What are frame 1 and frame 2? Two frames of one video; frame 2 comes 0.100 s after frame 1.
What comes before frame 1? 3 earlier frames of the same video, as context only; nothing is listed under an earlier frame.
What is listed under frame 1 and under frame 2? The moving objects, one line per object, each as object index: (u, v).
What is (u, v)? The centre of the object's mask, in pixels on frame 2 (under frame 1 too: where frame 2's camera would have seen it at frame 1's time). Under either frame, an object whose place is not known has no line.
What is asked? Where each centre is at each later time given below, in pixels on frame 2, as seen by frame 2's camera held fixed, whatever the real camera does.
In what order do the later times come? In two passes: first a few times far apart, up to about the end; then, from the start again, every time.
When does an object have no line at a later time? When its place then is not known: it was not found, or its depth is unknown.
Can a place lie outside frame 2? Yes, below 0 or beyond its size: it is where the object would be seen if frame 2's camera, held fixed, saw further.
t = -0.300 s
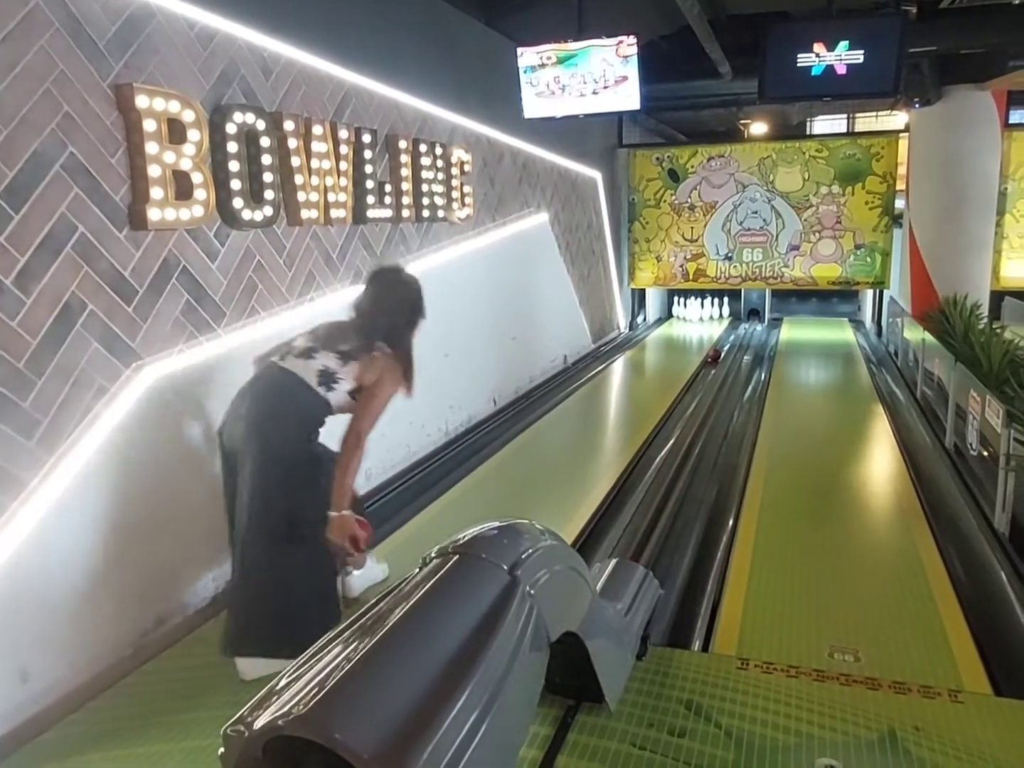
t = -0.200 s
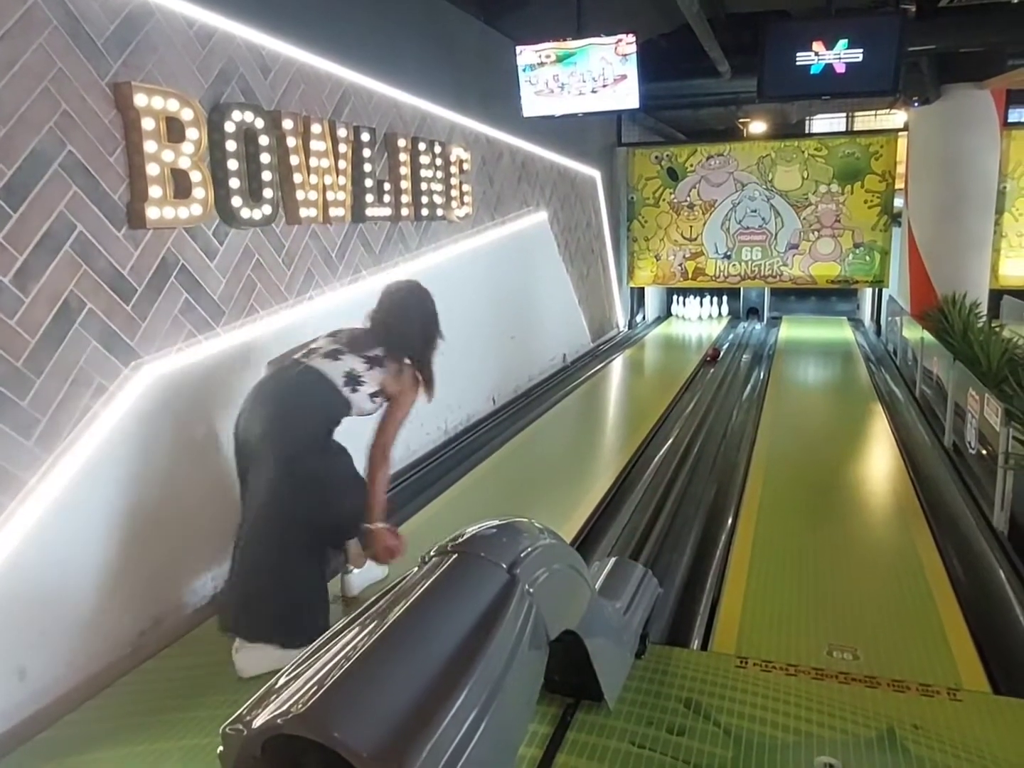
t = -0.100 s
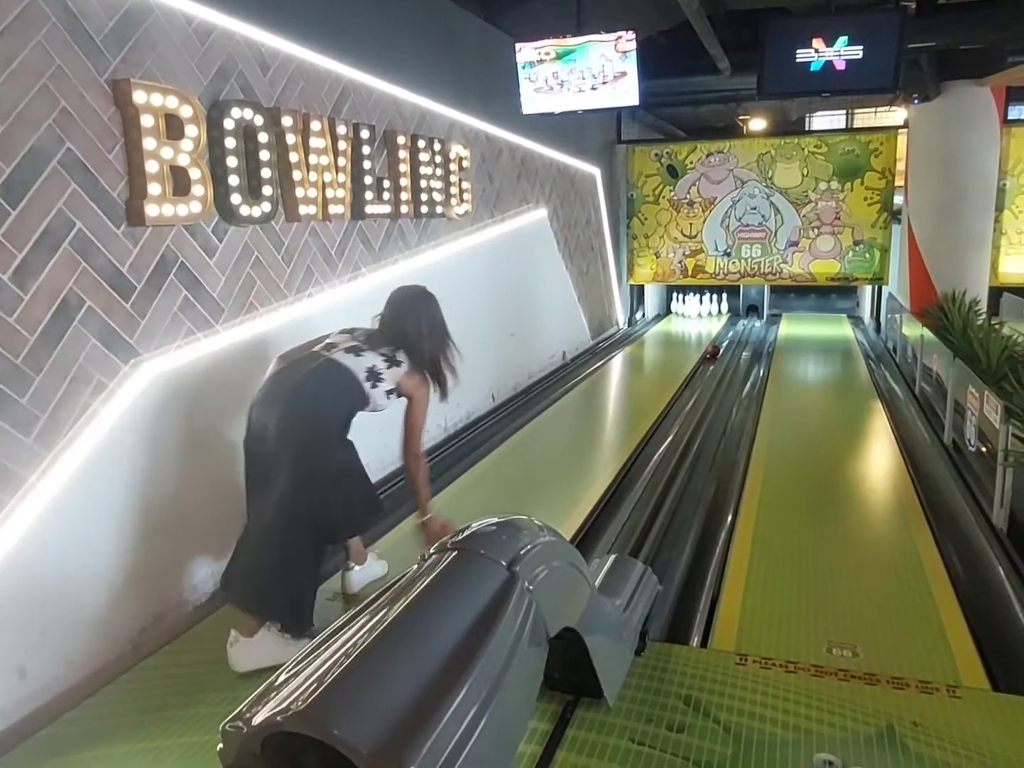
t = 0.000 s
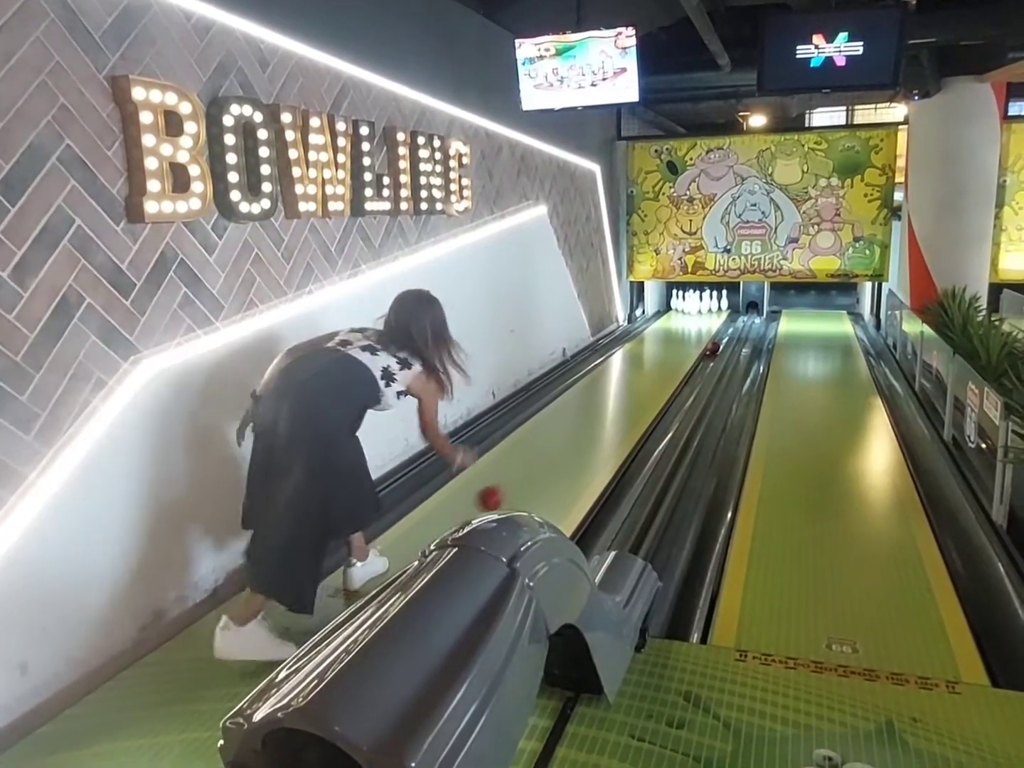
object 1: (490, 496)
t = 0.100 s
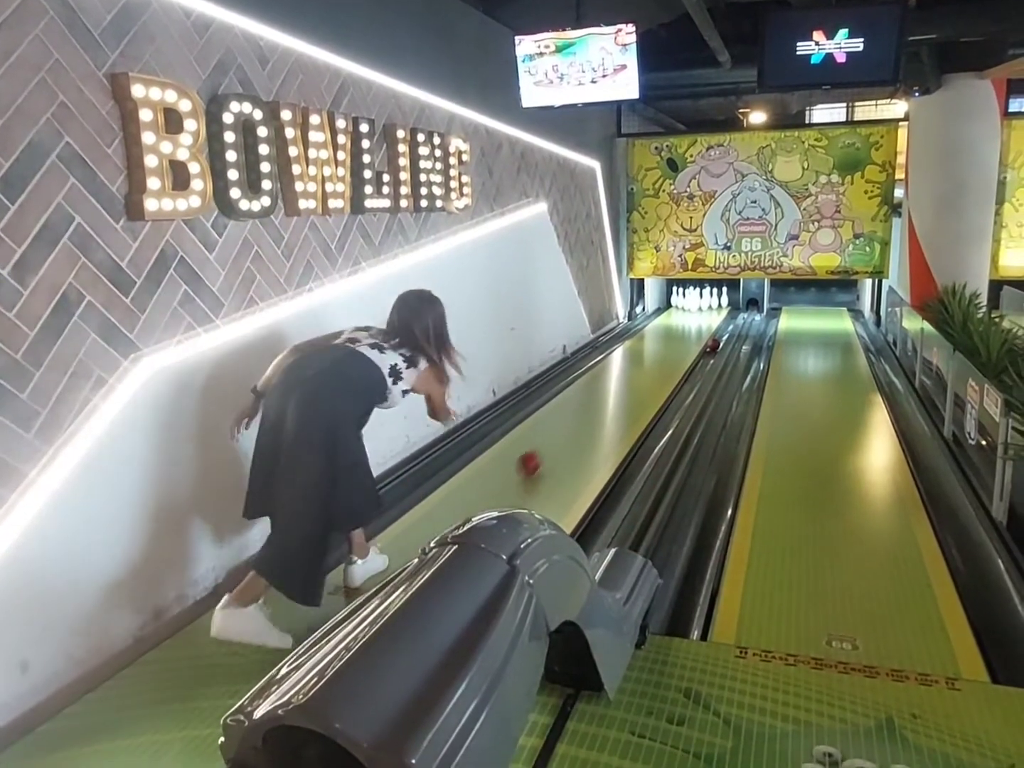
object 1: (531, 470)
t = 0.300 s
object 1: (583, 419)
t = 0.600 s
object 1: (630, 375)
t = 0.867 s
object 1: (657, 349)
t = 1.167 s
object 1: (678, 324)
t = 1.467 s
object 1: (693, 310)
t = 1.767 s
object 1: (706, 304)
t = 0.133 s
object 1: (542, 460)
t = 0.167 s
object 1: (551, 450)
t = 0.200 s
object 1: (560, 441)
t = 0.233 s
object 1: (569, 433)
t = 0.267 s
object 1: (577, 426)
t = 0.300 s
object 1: (583, 419)
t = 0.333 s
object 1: (589, 412)
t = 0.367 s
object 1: (596, 406)
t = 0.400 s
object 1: (602, 401)
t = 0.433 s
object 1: (607, 397)
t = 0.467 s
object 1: (612, 392)
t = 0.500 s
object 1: (618, 388)
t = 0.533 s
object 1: (622, 384)
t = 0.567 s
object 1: (627, 380)
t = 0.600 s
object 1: (630, 375)
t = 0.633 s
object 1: (635, 371)
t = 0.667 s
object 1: (638, 367)
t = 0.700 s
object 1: (642, 364)
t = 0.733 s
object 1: (645, 361)
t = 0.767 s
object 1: (648, 358)
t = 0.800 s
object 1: (651, 354)
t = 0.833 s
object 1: (655, 352)
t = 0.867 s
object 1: (657, 349)
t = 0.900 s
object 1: (660, 346)
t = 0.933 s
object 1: (663, 340)
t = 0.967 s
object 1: (665, 338)
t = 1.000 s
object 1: (667, 336)
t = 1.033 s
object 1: (669, 334)
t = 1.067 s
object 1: (672, 331)
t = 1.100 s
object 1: (674, 329)
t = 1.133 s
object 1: (676, 327)
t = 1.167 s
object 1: (678, 324)
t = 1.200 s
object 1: (680, 322)
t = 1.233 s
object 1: (682, 321)
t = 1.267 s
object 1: (684, 319)
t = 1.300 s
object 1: (686, 317)
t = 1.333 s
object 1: (688, 315)
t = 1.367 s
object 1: (689, 315)
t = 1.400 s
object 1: (692, 312)
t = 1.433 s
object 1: (693, 311)
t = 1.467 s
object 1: (693, 310)
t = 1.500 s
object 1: (696, 309)
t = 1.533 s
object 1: (699, 308)
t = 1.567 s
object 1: (702, 307)
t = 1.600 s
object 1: (703, 307)
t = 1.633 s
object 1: (704, 306)
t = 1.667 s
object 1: (705, 306)
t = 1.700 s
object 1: (706, 305)
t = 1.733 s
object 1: (706, 304)
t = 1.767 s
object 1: (706, 304)
